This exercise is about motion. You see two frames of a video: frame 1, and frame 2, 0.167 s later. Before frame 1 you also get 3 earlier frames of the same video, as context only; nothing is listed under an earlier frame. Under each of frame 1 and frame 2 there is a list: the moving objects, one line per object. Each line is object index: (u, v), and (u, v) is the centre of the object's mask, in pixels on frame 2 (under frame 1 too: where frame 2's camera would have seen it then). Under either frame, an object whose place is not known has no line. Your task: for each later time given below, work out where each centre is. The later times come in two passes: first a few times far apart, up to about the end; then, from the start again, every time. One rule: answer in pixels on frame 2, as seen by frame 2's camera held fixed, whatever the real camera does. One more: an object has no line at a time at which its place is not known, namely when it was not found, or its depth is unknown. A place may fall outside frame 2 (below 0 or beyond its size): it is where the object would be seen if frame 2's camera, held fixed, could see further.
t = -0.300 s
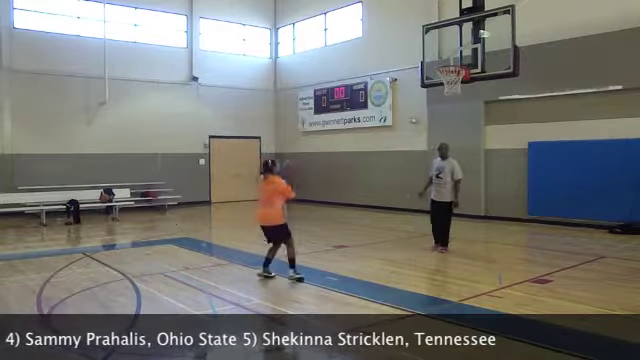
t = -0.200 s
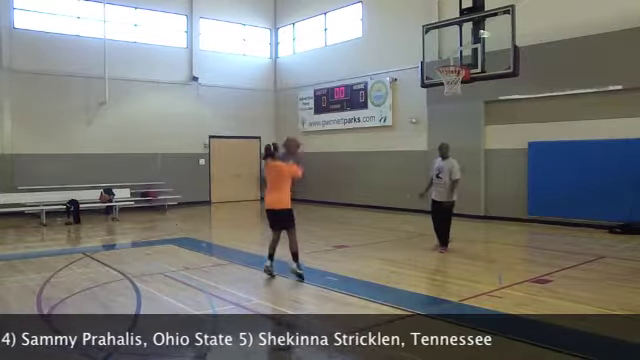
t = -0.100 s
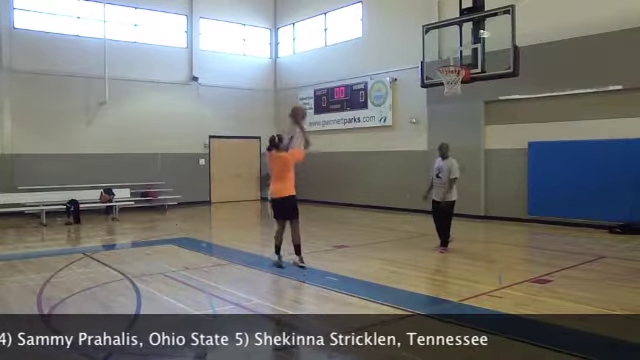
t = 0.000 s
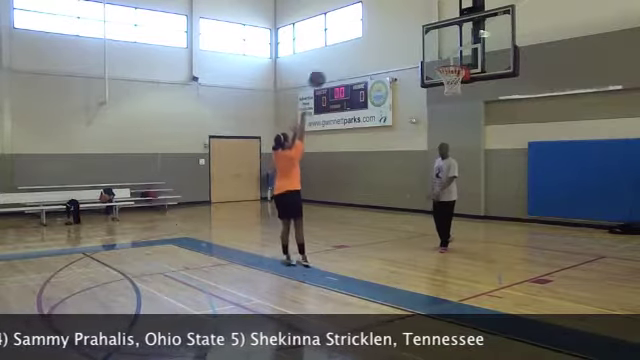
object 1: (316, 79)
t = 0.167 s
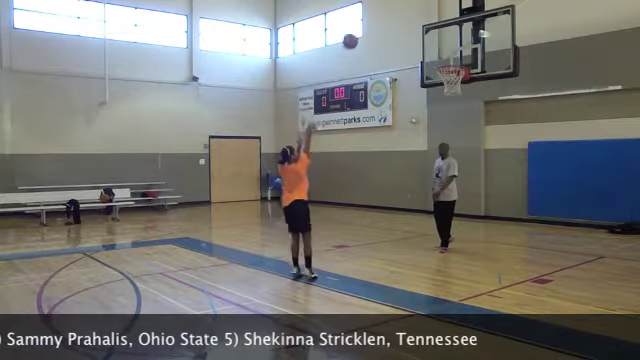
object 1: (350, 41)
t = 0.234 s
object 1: (363, 31)
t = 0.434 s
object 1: (397, 23)
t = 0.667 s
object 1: (433, 45)
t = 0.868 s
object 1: (459, 83)
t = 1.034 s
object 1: (463, 101)
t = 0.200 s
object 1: (356, 36)
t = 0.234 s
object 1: (363, 31)
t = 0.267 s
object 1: (369, 28)
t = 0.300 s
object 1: (374, 25)
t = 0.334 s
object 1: (380, 24)
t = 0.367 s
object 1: (385, 23)
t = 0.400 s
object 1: (391, 22)
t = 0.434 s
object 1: (397, 23)
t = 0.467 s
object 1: (402, 24)
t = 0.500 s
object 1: (407, 26)
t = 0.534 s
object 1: (412, 28)
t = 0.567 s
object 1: (417, 32)
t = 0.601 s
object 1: (423, 35)
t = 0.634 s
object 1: (427, 40)
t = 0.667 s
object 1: (433, 45)
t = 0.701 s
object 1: (438, 51)
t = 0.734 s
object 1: (442, 57)
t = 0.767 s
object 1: (447, 61)
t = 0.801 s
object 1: (452, 65)
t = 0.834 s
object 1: (454, 72)
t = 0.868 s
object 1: (459, 83)
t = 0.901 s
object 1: (460, 86)
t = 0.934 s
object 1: (460, 87)
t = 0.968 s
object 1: (461, 92)
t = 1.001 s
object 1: (462, 96)
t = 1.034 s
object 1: (463, 101)
